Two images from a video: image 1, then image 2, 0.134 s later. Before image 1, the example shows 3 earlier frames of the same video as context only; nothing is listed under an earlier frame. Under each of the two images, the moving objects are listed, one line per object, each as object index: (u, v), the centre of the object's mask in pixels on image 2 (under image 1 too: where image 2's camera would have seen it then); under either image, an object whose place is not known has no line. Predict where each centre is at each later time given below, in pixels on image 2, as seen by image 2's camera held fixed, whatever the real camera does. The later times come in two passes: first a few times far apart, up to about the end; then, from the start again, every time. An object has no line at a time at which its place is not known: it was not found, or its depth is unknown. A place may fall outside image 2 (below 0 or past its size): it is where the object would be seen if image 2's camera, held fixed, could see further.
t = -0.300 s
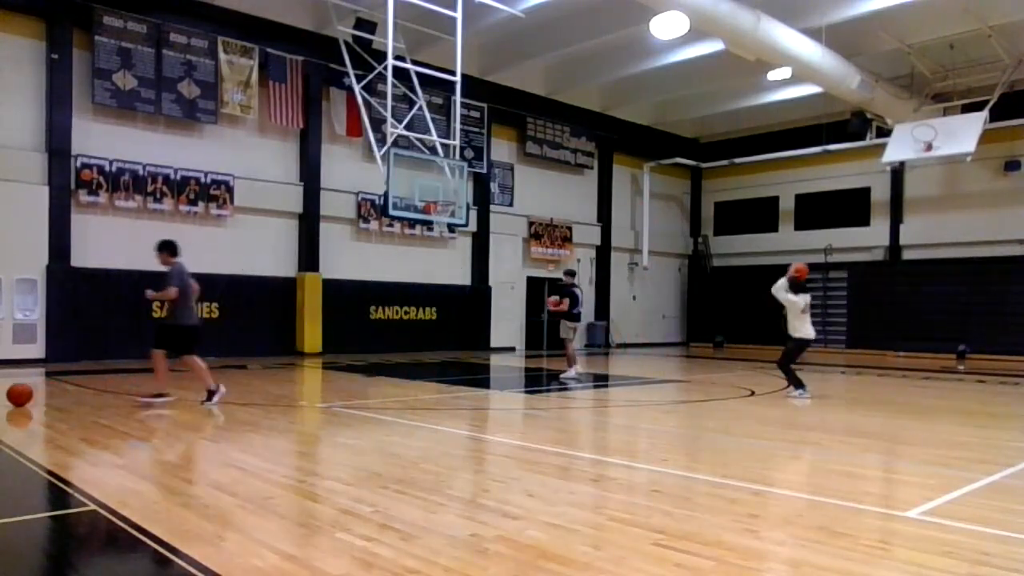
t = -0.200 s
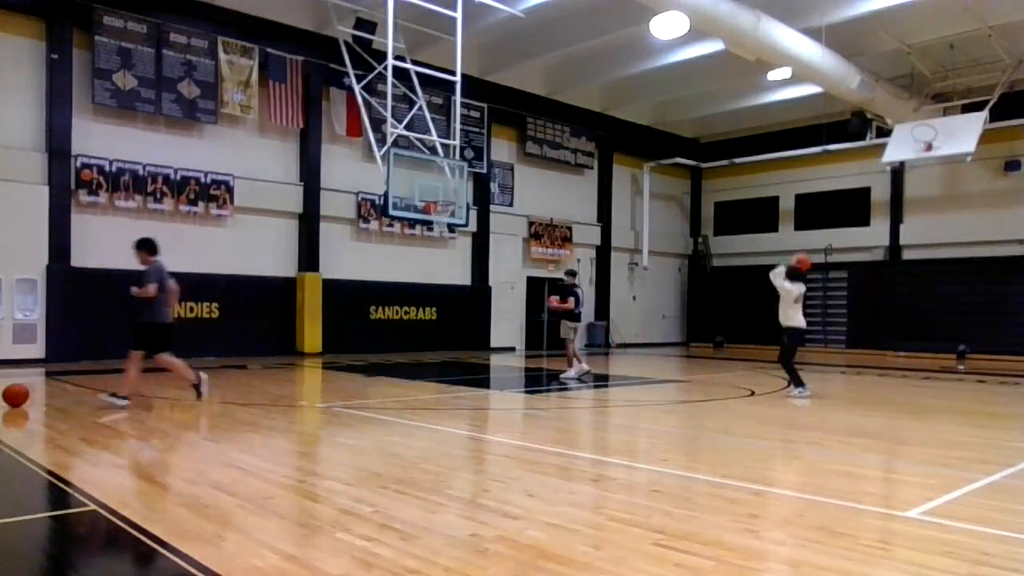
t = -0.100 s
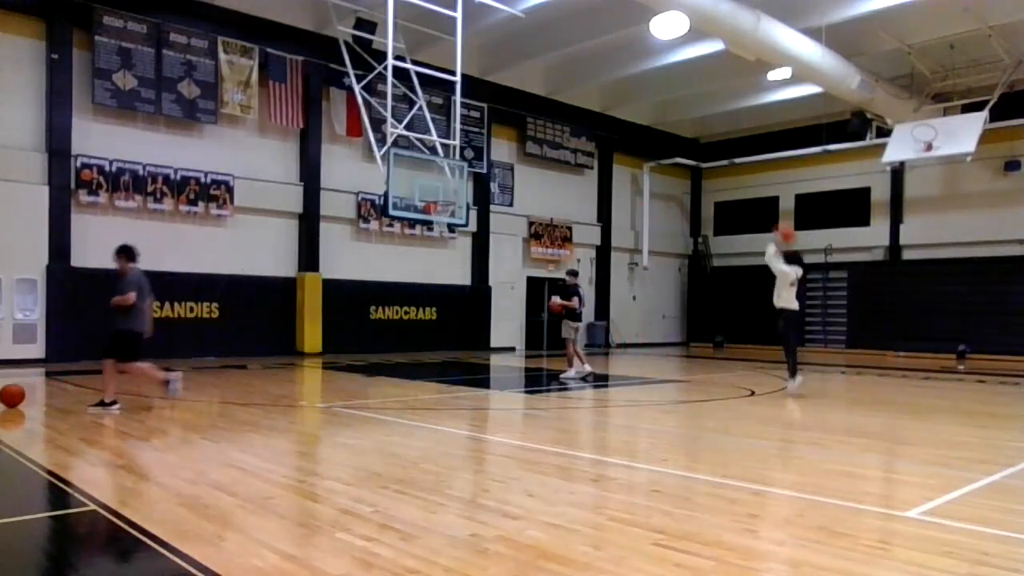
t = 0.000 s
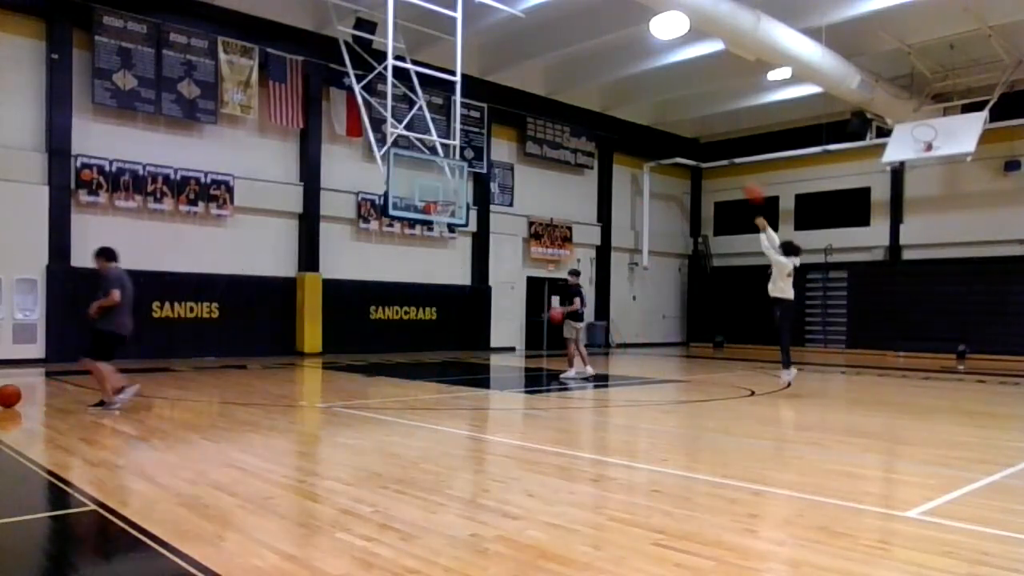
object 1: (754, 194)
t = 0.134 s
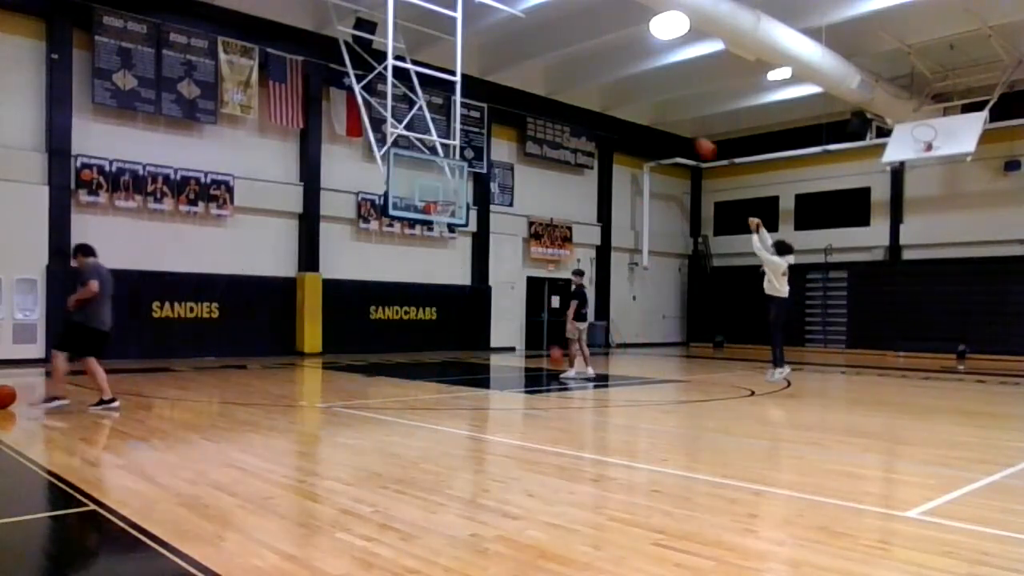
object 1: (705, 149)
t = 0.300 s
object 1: (650, 115)
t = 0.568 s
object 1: (572, 102)
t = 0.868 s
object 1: (500, 135)
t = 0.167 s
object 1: (694, 140)
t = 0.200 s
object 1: (683, 133)
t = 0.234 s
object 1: (671, 126)
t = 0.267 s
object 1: (661, 121)
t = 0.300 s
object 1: (650, 115)
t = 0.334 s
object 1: (640, 110)
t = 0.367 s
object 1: (629, 106)
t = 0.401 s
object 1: (619, 104)
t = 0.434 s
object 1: (610, 103)
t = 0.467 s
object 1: (601, 101)
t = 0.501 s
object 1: (592, 100)
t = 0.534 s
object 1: (581, 101)
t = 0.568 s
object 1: (572, 102)
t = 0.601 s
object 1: (564, 104)
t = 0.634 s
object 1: (555, 105)
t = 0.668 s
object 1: (547, 108)
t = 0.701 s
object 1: (540, 111)
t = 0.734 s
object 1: (531, 115)
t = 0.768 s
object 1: (523, 120)
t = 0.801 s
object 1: (516, 124)
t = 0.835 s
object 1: (507, 131)
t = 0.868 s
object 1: (500, 135)
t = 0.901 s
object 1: (492, 145)
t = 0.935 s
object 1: (482, 152)
